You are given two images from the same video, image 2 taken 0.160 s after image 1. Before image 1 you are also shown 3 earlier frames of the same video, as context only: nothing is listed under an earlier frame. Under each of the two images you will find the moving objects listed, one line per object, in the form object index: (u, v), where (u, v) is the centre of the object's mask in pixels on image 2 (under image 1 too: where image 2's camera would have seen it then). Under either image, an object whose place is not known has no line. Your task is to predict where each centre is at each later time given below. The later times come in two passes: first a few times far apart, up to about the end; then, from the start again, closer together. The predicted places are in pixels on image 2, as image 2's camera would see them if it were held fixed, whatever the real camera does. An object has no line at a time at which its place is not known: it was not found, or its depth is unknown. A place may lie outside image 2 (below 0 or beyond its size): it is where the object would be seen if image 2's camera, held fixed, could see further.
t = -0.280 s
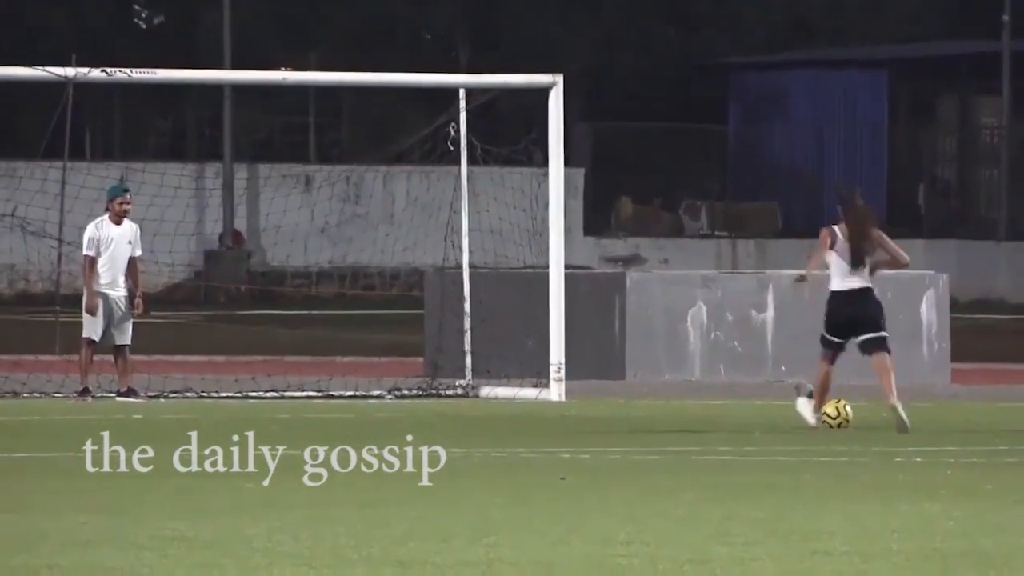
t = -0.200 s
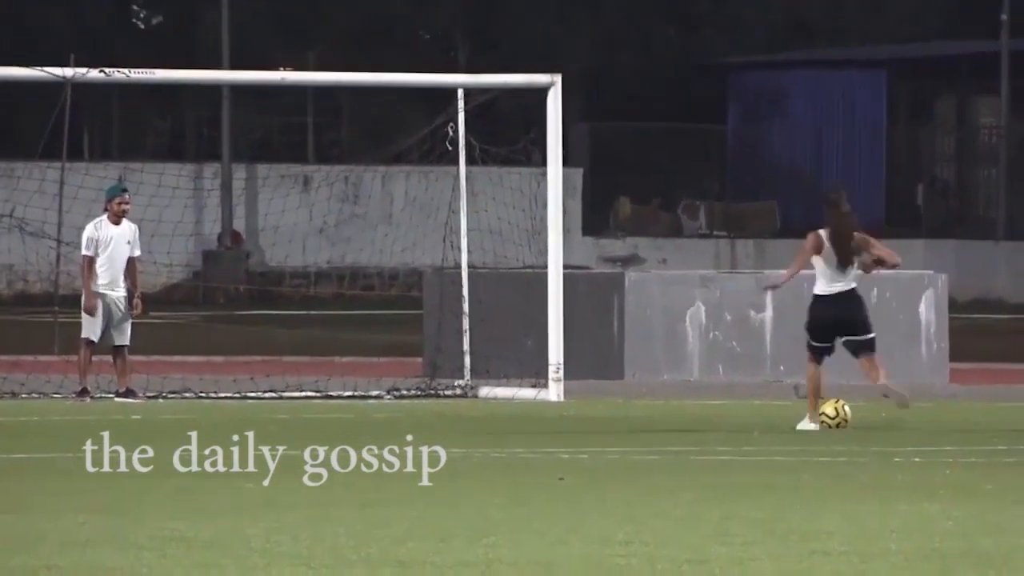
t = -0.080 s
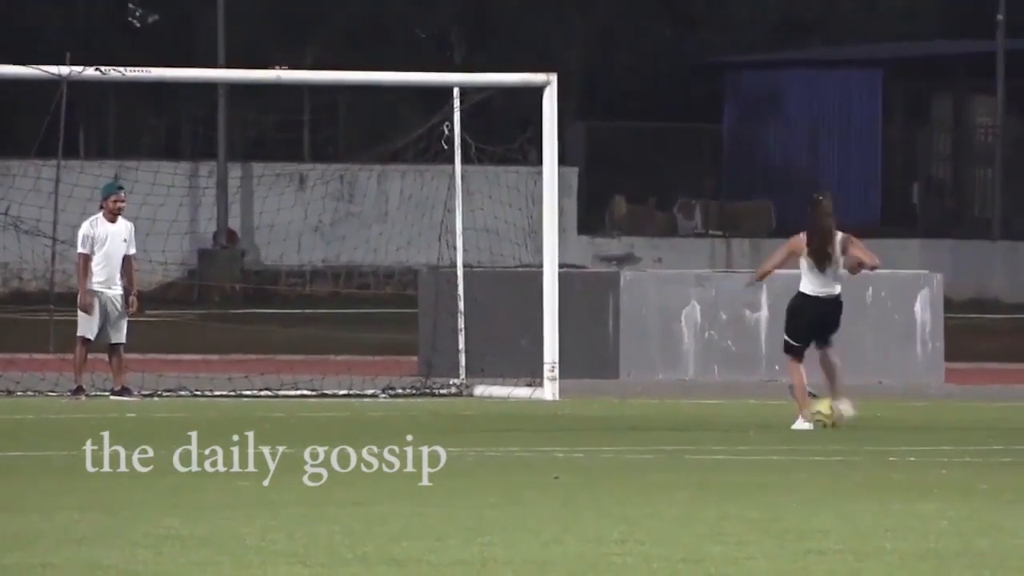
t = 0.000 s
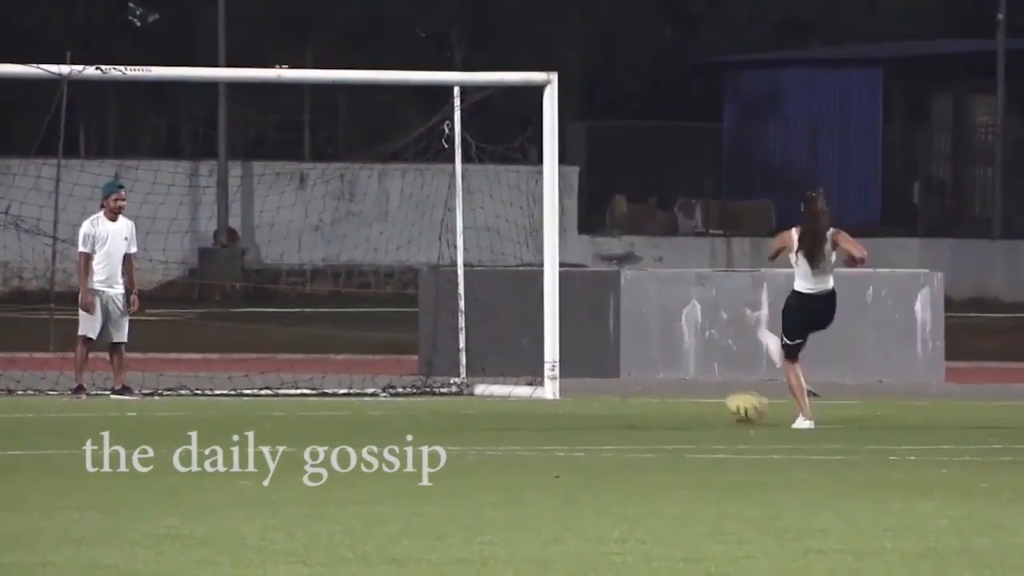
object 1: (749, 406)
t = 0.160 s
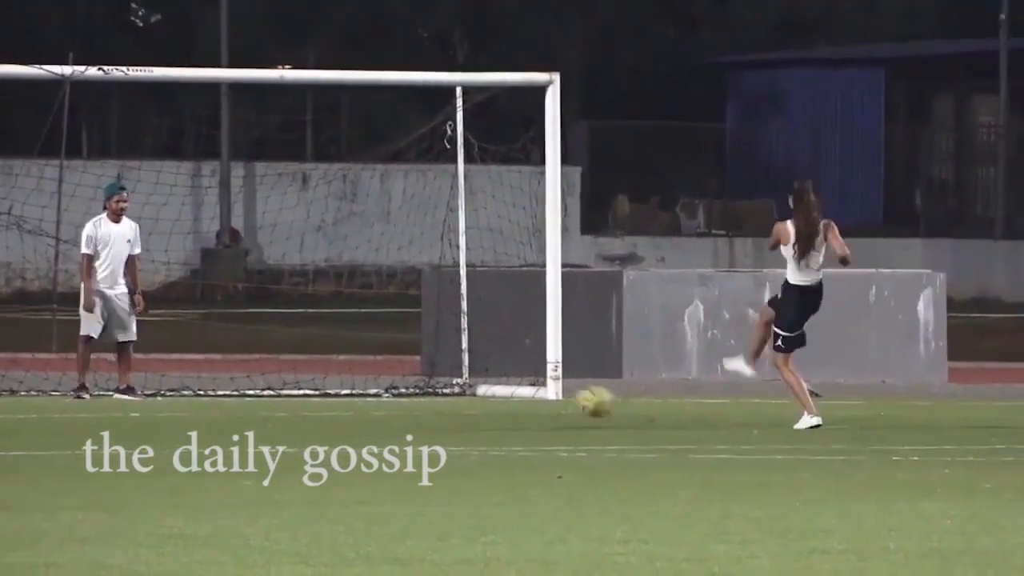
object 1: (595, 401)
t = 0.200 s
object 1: (563, 399)
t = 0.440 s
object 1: (381, 396)
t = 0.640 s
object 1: (249, 394)
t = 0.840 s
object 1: (128, 391)
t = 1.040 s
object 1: (11, 395)
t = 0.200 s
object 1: (563, 399)
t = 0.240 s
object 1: (531, 400)
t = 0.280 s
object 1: (496, 401)
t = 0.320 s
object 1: (464, 404)
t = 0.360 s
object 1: (435, 400)
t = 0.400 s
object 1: (409, 396)
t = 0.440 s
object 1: (381, 396)
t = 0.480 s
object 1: (354, 397)
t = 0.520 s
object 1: (326, 401)
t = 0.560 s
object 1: (297, 399)
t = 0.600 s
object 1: (275, 395)
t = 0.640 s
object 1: (249, 394)
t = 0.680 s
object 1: (224, 396)
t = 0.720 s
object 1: (198, 398)
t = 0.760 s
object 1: (175, 394)
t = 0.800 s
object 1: (150, 392)
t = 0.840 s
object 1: (128, 391)
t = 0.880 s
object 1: (104, 394)
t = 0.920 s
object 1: (81, 396)
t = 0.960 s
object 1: (58, 394)
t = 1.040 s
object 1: (11, 395)
